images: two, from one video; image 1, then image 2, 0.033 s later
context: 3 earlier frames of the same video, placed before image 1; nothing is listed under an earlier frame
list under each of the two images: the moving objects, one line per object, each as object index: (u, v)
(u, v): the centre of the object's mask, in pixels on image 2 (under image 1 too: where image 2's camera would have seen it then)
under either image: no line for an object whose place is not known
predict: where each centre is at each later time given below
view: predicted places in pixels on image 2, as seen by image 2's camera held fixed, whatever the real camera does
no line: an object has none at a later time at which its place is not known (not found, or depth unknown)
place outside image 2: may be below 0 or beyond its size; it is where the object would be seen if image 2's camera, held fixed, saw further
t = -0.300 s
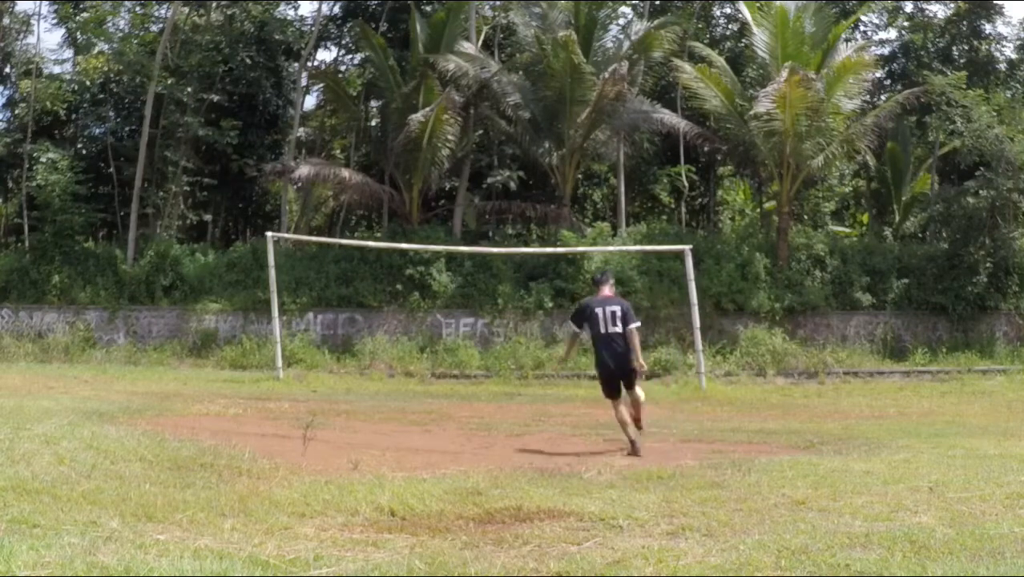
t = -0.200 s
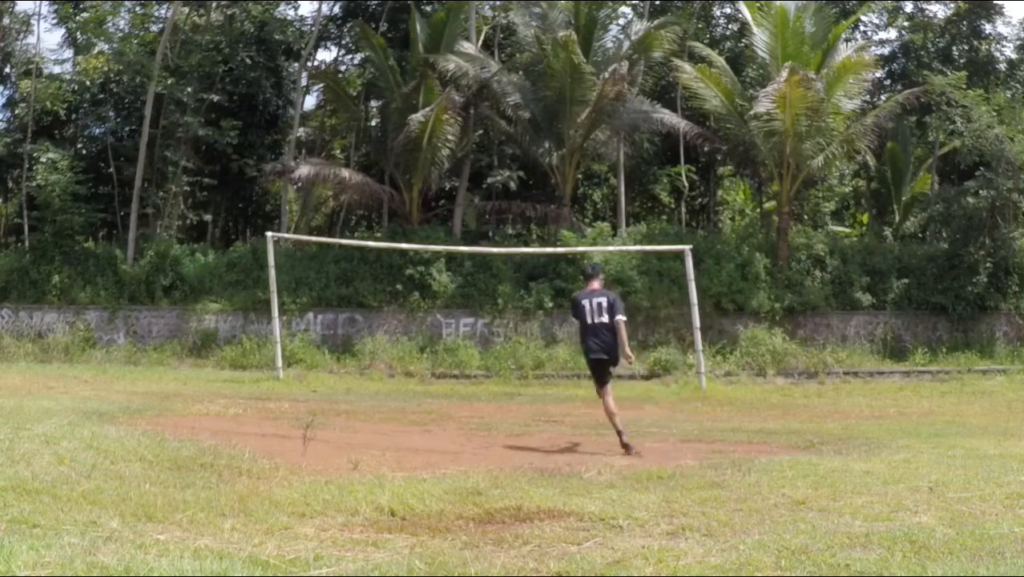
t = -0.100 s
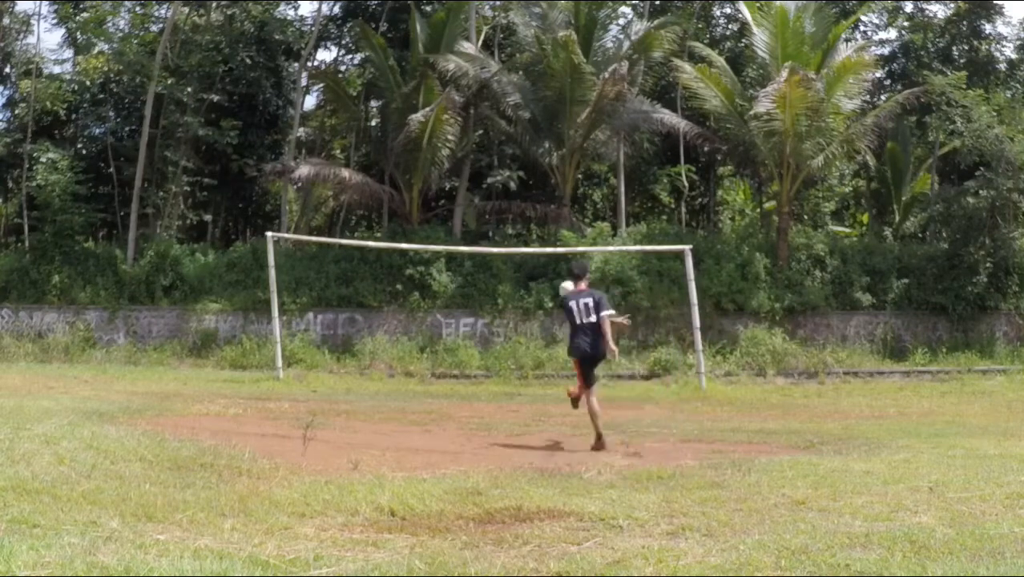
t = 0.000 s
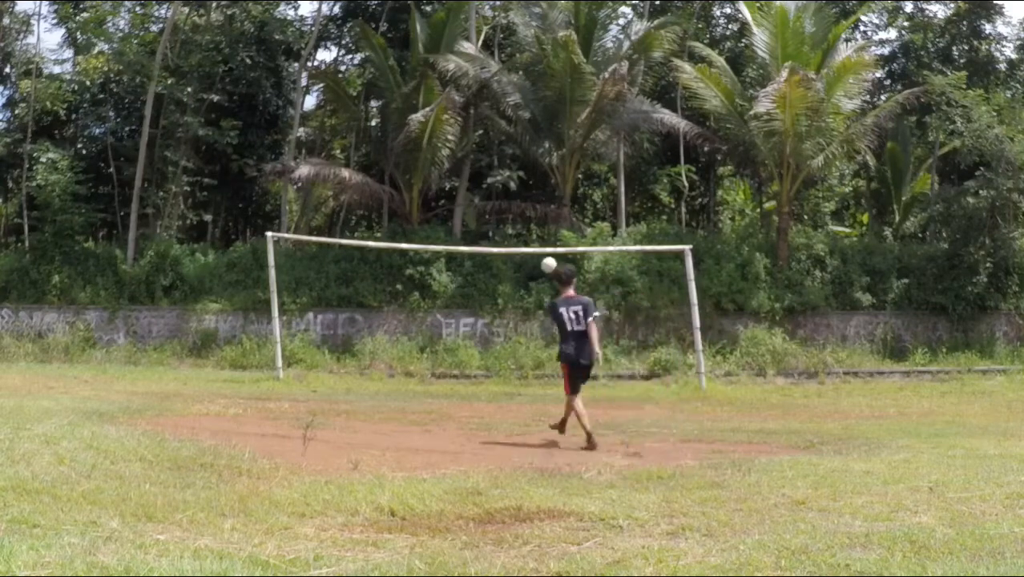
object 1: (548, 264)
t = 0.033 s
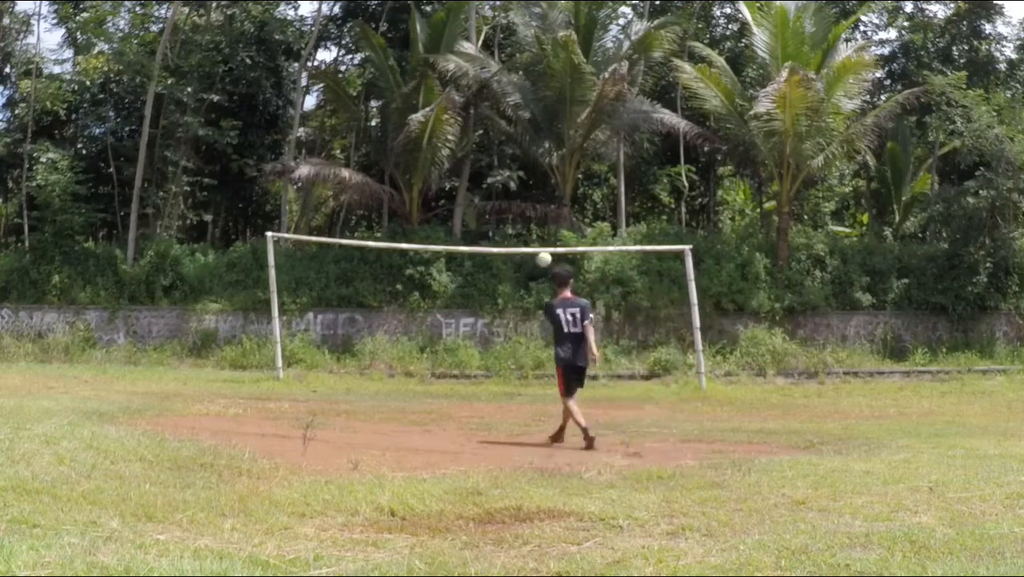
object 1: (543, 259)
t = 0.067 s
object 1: (539, 255)
